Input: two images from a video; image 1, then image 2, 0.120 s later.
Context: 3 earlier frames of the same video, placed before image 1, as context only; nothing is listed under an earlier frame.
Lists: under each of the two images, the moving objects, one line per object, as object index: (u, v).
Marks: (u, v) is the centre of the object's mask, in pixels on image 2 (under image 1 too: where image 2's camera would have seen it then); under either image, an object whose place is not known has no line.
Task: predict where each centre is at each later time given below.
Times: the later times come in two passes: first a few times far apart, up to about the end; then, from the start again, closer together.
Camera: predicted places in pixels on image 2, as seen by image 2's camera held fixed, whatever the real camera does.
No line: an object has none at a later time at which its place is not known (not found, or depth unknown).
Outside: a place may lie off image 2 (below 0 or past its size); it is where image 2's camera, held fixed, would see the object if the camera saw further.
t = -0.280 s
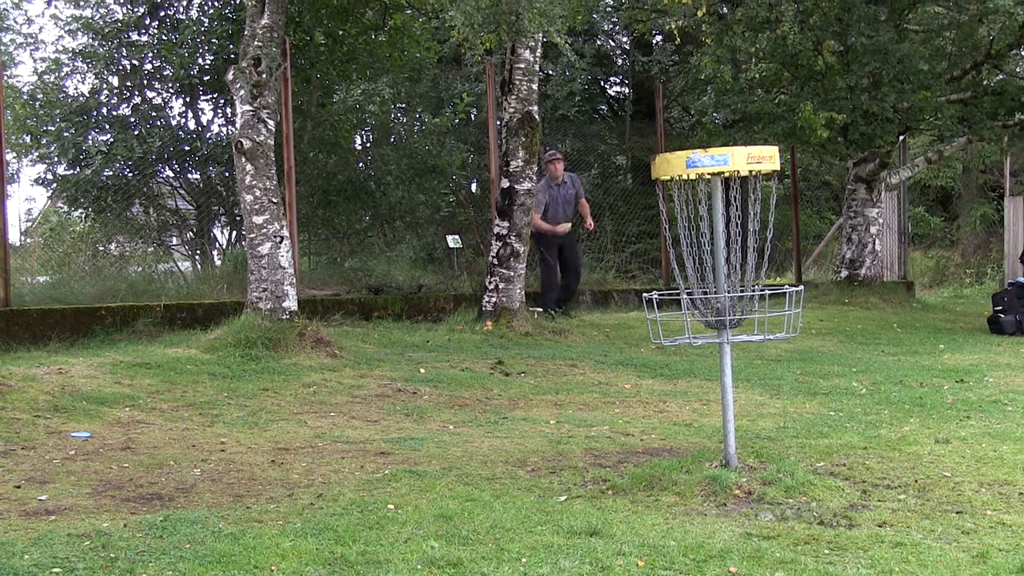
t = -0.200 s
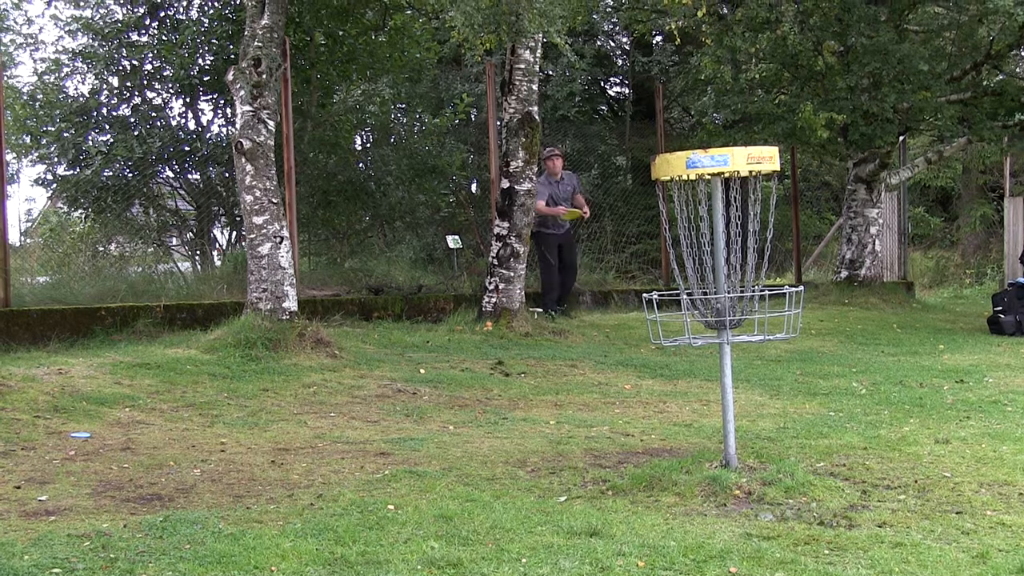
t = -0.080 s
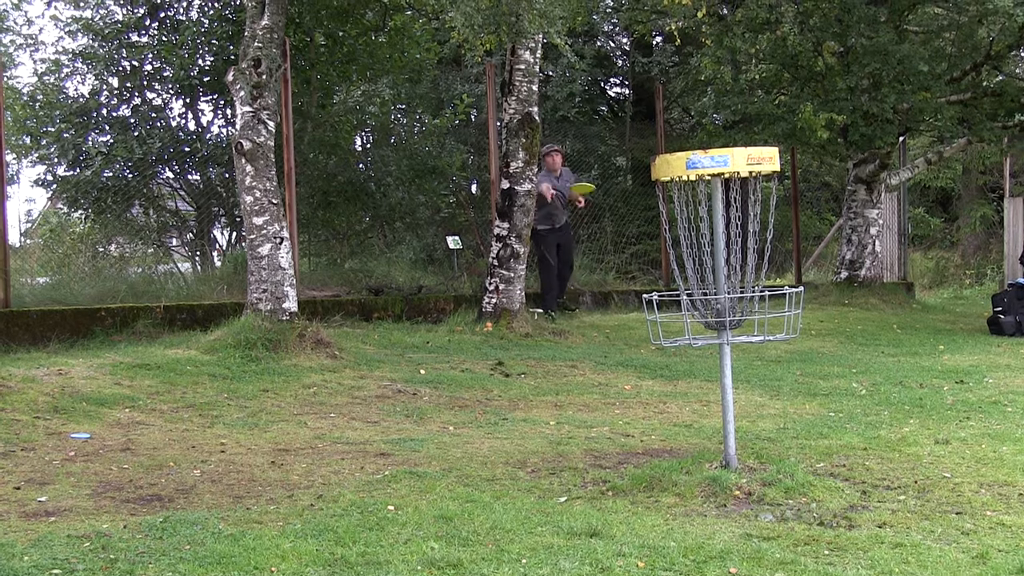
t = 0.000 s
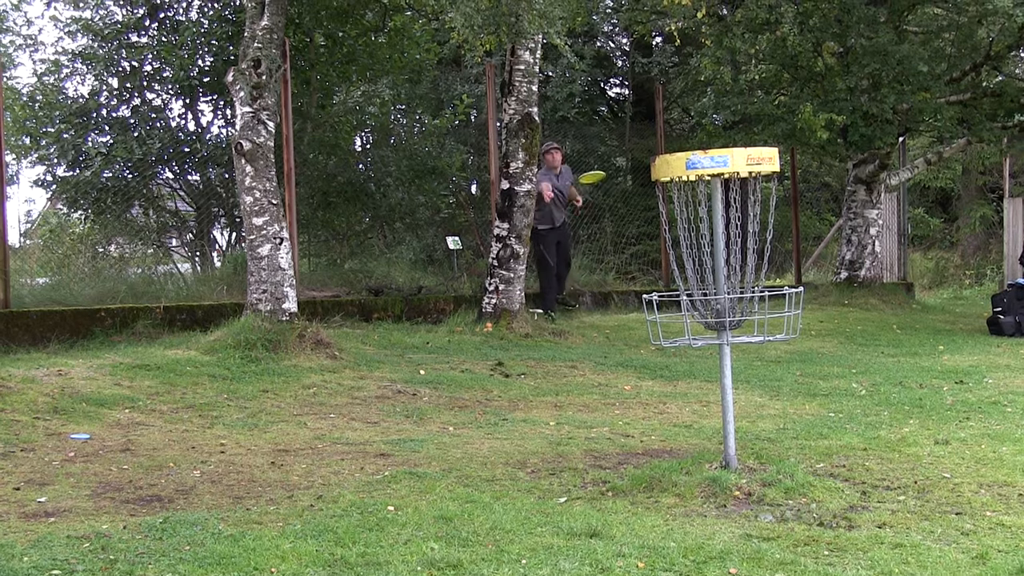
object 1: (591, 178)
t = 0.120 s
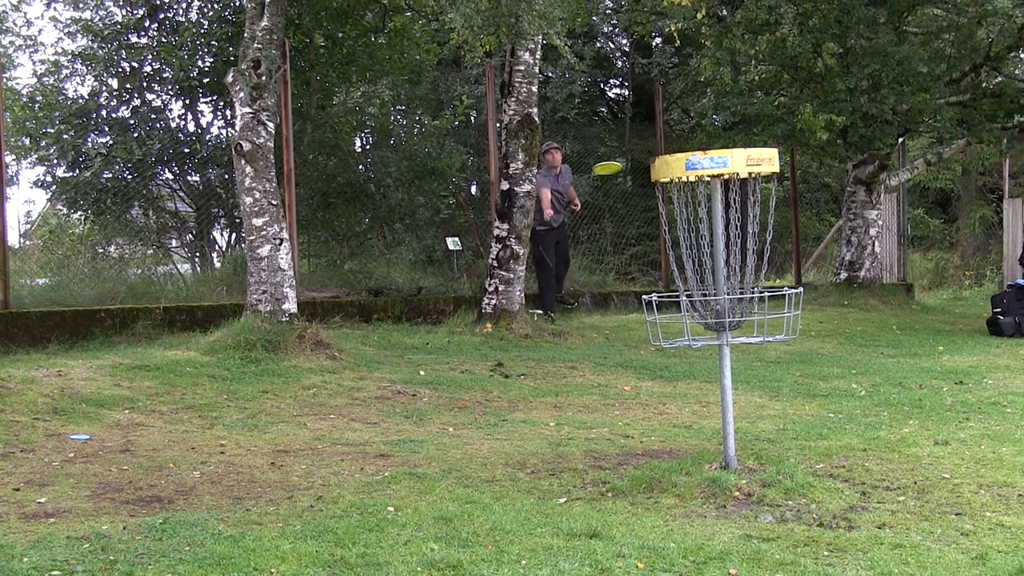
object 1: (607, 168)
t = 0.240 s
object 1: (625, 168)
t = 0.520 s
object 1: (683, 200)
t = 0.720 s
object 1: (761, 256)
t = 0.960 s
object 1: (846, 277)
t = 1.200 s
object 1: (935, 403)
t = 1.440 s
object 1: (989, 491)
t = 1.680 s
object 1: (979, 504)
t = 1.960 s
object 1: (964, 508)
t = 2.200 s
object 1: (949, 525)
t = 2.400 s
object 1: (949, 530)
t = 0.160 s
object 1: (613, 167)
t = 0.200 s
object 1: (619, 167)
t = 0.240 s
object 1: (625, 168)
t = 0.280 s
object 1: (632, 170)
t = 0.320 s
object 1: (637, 173)
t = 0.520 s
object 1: (683, 200)
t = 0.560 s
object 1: (697, 208)
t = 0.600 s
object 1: (702, 217)
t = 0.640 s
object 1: (734, 230)
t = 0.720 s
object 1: (761, 256)
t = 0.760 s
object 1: (782, 271)
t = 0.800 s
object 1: (795, 267)
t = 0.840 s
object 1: (807, 263)
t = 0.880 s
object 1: (818, 263)
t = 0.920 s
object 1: (831, 269)
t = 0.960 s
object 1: (846, 277)
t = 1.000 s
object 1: (858, 286)
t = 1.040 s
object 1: (871, 302)
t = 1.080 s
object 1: (887, 323)
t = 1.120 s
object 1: (903, 345)
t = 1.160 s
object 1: (918, 371)
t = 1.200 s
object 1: (935, 403)
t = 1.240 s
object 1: (955, 441)
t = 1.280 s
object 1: (974, 479)
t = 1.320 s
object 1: (984, 497)
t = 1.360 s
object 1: (985, 490)
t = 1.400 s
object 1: (987, 489)
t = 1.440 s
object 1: (989, 491)
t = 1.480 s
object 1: (992, 497)
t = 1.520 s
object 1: (994, 509)
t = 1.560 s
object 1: (992, 509)
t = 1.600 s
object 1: (989, 507)
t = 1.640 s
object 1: (983, 505)
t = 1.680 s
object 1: (979, 504)
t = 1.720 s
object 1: (976, 504)
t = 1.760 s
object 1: (974, 504)
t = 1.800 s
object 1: (972, 504)
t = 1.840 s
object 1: (971, 504)
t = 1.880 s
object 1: (969, 505)
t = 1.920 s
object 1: (967, 506)
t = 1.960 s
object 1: (964, 508)
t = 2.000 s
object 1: (960, 511)
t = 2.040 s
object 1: (956, 516)
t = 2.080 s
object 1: (951, 522)
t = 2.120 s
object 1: (949, 528)
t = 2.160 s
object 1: (951, 528)
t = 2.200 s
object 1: (949, 525)
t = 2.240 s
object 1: (948, 526)
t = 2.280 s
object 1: (949, 527)
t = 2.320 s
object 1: (949, 529)
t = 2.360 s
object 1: (949, 529)
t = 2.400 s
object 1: (949, 530)
